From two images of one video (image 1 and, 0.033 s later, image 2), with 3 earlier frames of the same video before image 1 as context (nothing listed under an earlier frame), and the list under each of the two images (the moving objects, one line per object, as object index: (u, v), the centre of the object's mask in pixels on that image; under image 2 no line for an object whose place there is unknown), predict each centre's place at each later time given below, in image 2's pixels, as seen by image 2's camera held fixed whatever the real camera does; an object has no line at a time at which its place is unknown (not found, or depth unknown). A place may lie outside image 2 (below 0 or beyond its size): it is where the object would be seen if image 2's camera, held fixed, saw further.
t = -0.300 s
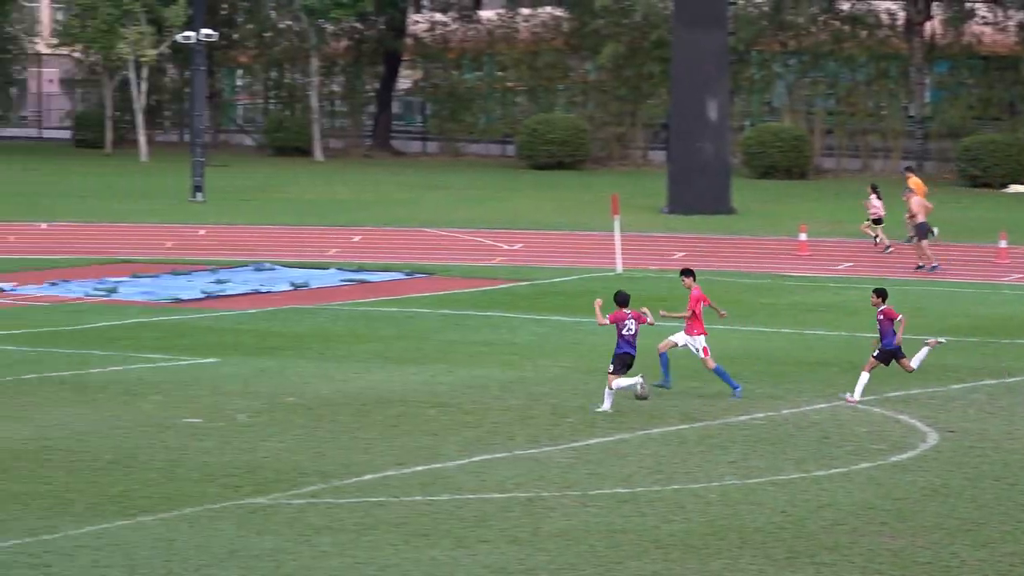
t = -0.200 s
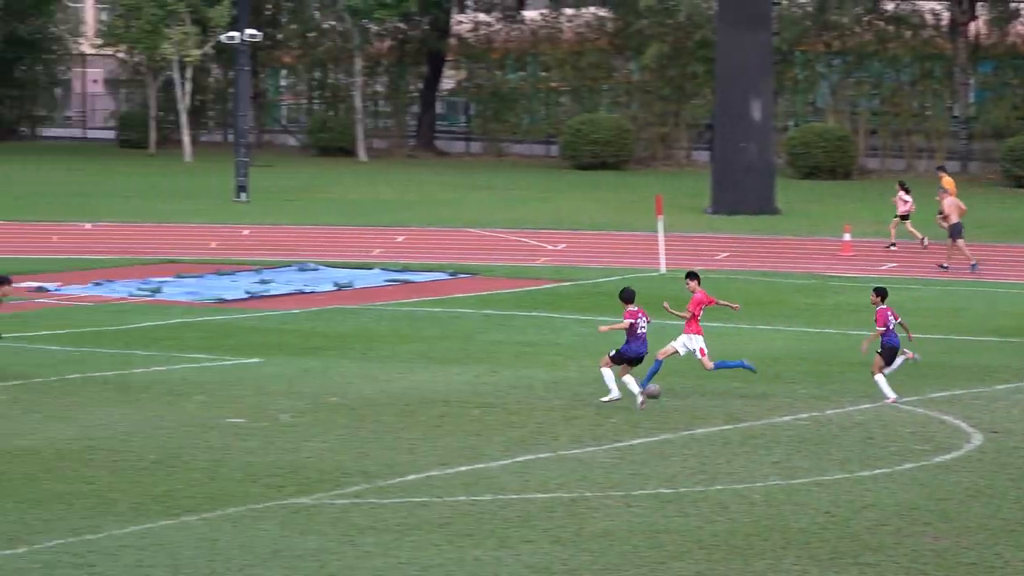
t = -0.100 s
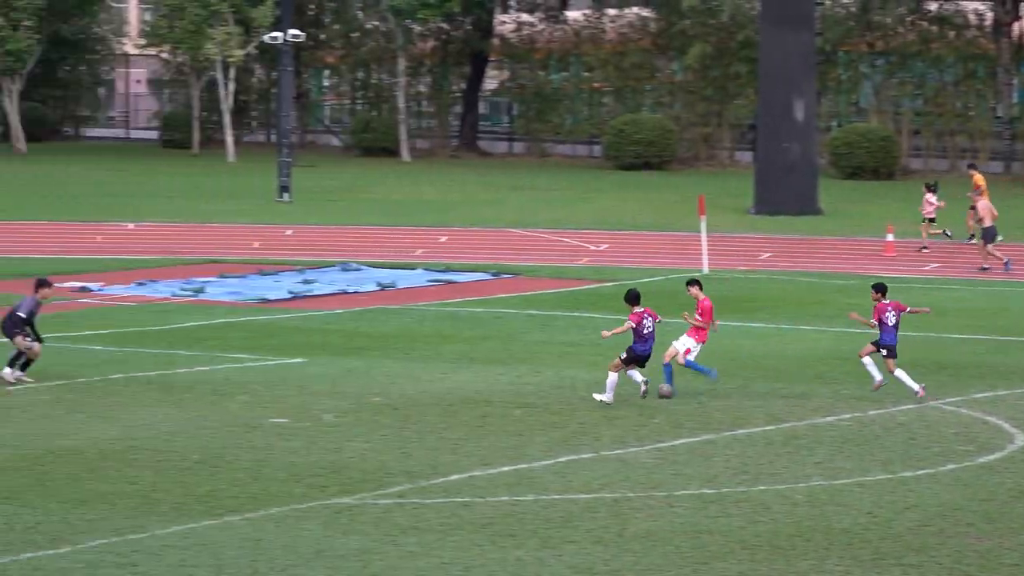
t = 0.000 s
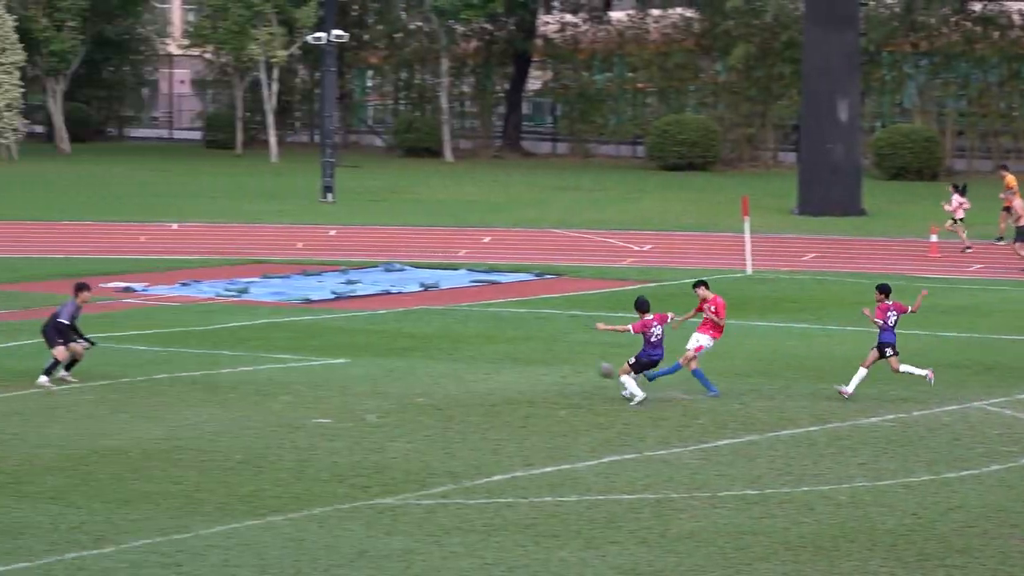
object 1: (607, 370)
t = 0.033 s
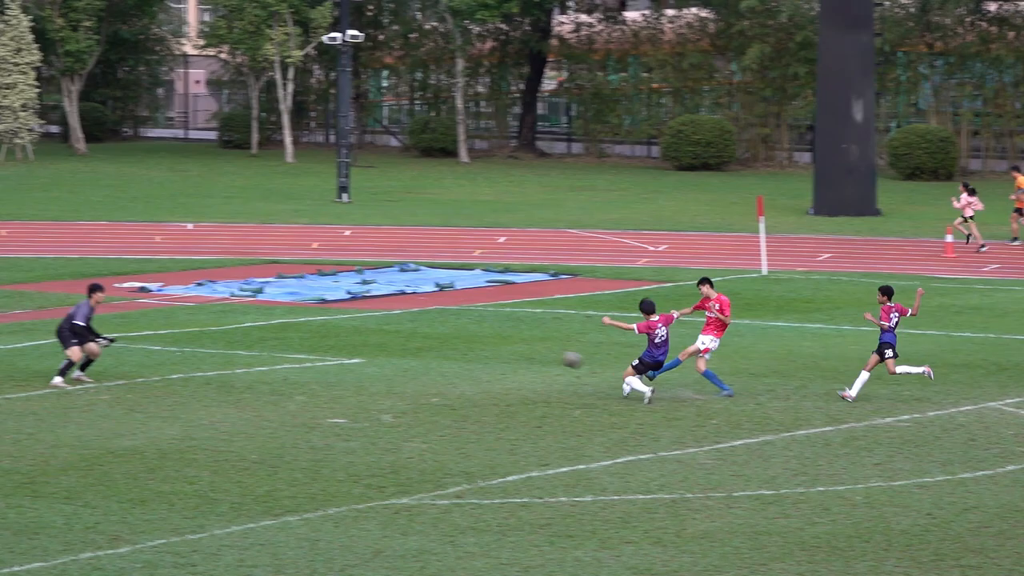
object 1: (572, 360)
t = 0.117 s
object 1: (447, 334)
